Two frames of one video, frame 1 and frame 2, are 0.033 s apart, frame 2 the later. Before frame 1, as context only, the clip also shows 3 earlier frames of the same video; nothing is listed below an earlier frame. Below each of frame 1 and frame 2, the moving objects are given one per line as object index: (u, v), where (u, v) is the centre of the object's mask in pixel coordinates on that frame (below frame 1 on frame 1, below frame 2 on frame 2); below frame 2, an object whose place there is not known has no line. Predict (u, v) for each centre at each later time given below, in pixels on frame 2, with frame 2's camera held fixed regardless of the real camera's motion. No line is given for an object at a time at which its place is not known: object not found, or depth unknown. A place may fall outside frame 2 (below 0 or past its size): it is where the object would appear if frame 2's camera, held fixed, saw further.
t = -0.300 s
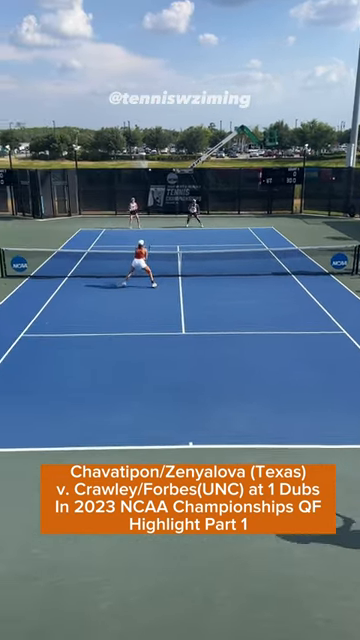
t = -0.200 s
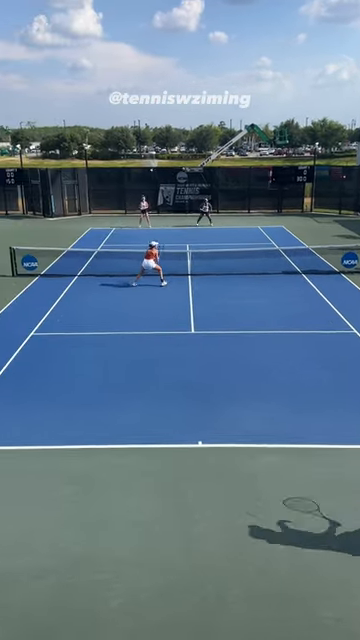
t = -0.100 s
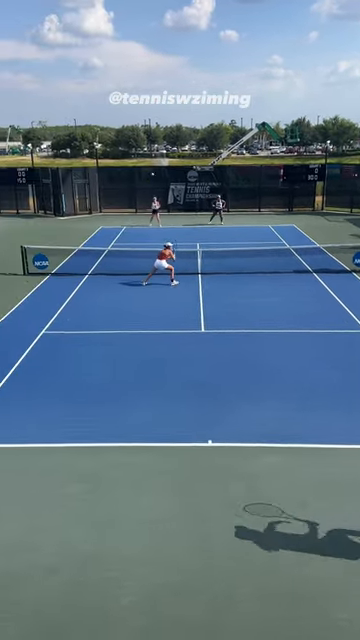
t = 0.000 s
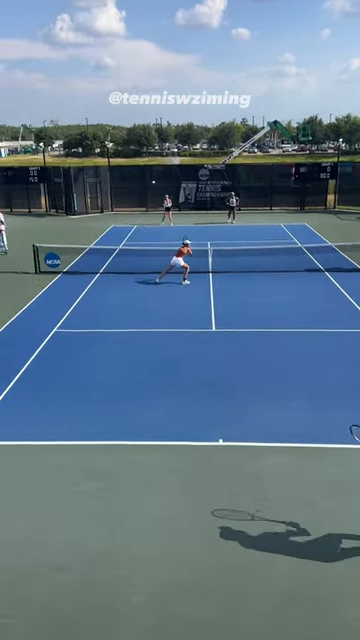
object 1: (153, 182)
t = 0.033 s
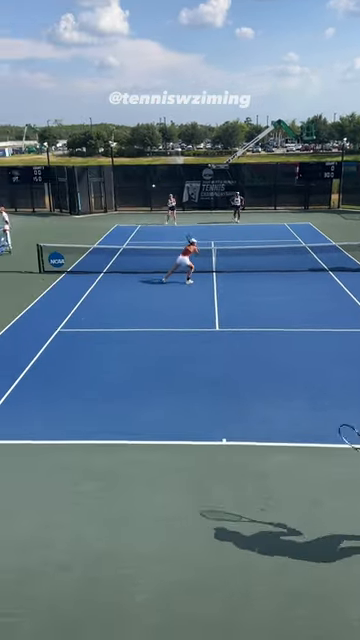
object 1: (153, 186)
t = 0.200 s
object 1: (133, 216)
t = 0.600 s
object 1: (72, 363)
